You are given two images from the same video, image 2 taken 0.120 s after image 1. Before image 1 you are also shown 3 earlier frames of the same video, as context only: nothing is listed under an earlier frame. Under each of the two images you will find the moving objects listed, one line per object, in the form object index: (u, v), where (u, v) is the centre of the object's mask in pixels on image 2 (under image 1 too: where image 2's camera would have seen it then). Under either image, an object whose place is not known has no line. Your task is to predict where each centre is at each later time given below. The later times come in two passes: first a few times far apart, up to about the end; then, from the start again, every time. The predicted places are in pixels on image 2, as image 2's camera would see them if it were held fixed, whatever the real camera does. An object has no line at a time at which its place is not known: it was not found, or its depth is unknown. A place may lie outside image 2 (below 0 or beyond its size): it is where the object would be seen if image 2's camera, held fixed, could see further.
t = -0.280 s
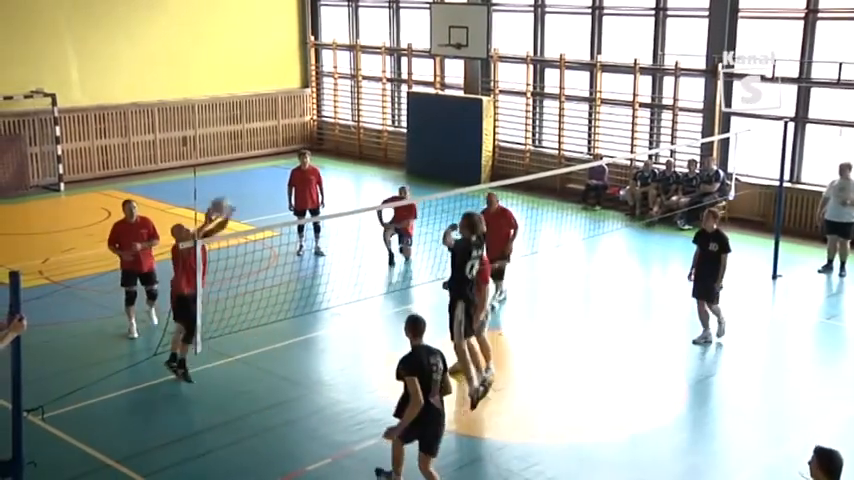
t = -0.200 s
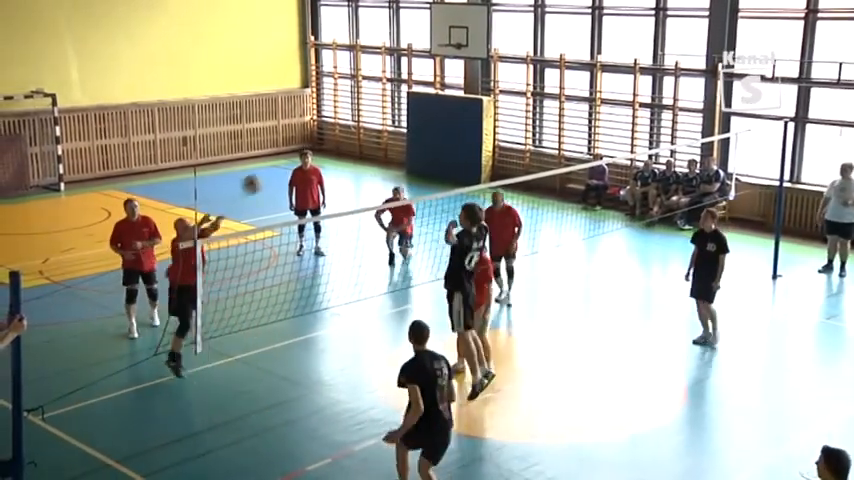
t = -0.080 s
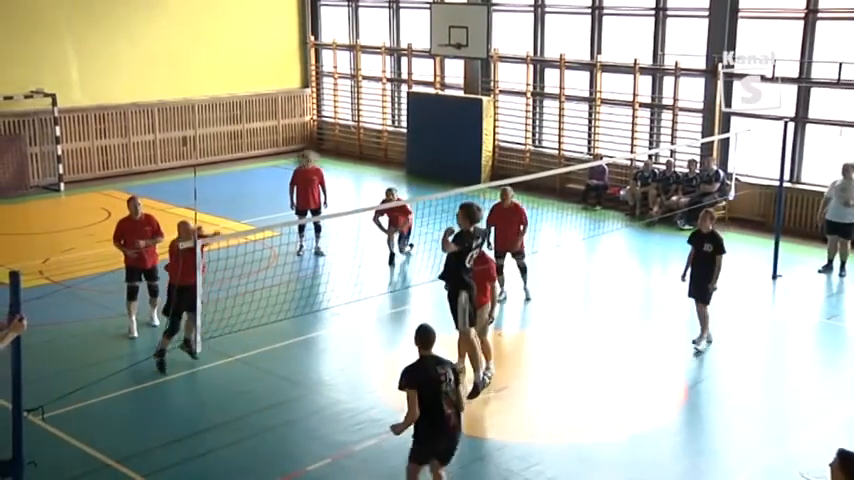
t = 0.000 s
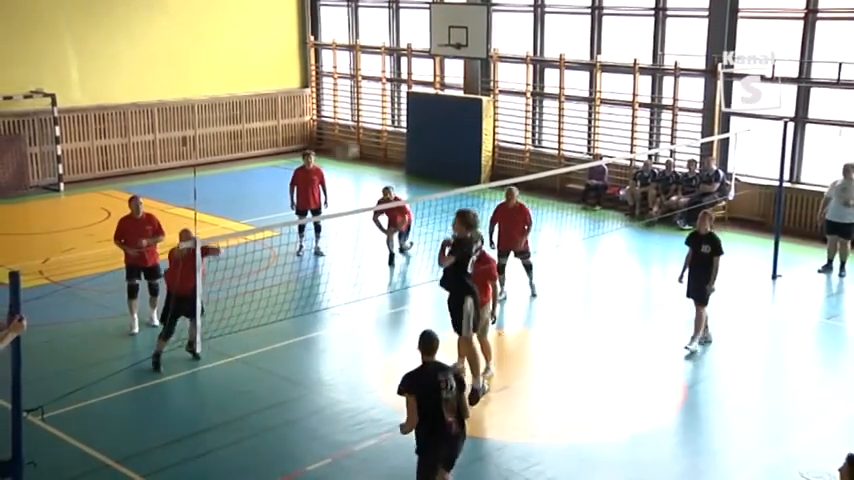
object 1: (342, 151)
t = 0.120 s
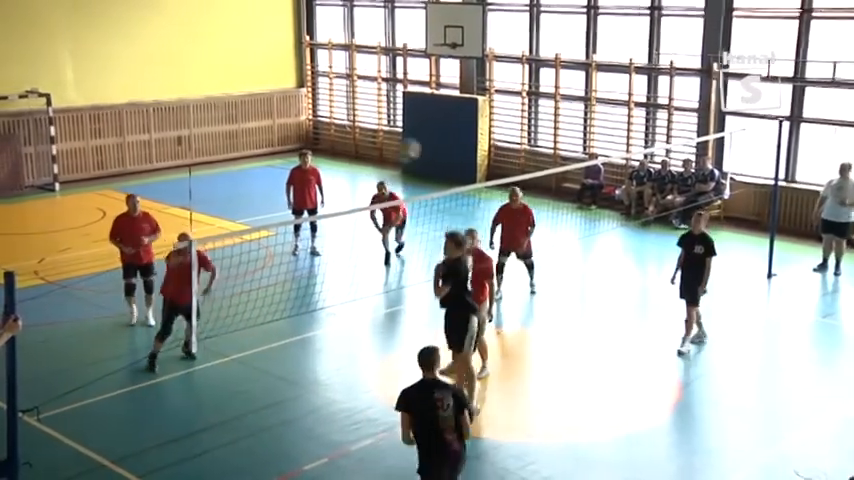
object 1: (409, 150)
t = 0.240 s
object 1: (476, 166)
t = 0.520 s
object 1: (676, 285)
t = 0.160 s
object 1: (428, 153)
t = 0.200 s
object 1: (451, 158)
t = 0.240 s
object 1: (476, 166)
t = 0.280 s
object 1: (503, 171)
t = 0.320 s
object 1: (531, 185)
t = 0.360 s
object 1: (558, 198)
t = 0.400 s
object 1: (585, 214)
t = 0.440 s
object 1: (613, 236)
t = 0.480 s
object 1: (642, 257)
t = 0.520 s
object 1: (676, 285)
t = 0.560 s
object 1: (704, 312)
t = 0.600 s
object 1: (737, 343)
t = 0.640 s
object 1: (770, 379)
